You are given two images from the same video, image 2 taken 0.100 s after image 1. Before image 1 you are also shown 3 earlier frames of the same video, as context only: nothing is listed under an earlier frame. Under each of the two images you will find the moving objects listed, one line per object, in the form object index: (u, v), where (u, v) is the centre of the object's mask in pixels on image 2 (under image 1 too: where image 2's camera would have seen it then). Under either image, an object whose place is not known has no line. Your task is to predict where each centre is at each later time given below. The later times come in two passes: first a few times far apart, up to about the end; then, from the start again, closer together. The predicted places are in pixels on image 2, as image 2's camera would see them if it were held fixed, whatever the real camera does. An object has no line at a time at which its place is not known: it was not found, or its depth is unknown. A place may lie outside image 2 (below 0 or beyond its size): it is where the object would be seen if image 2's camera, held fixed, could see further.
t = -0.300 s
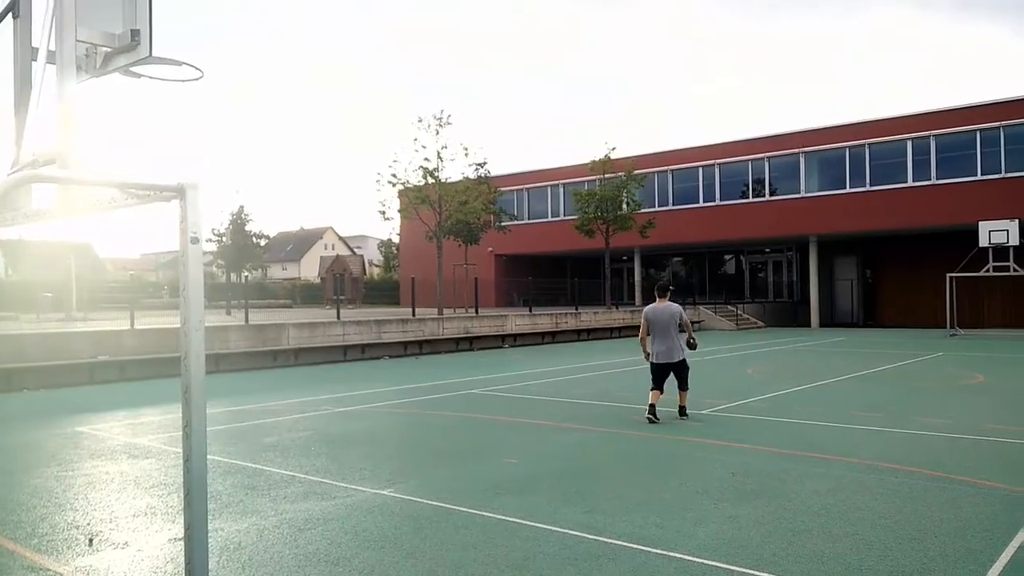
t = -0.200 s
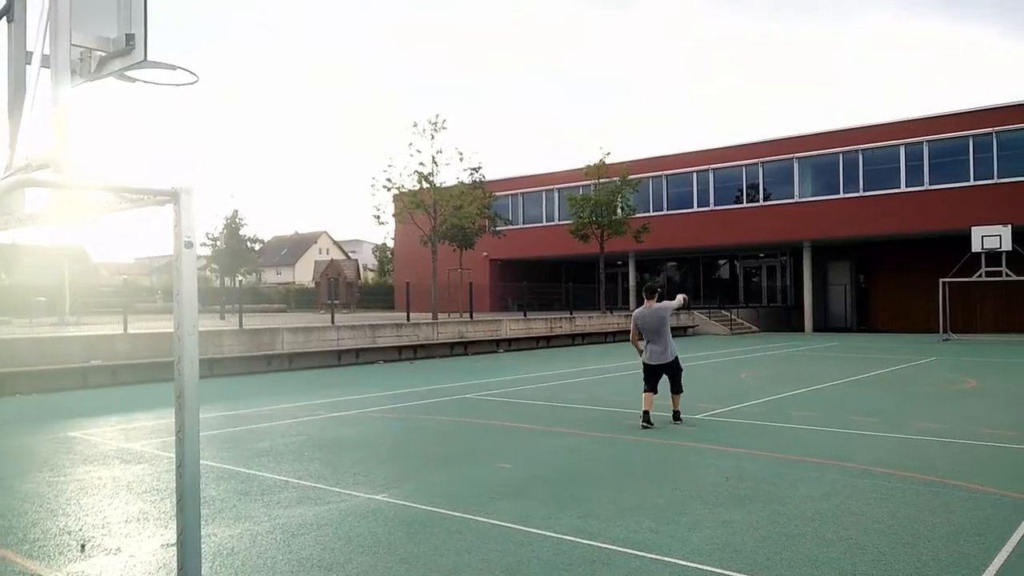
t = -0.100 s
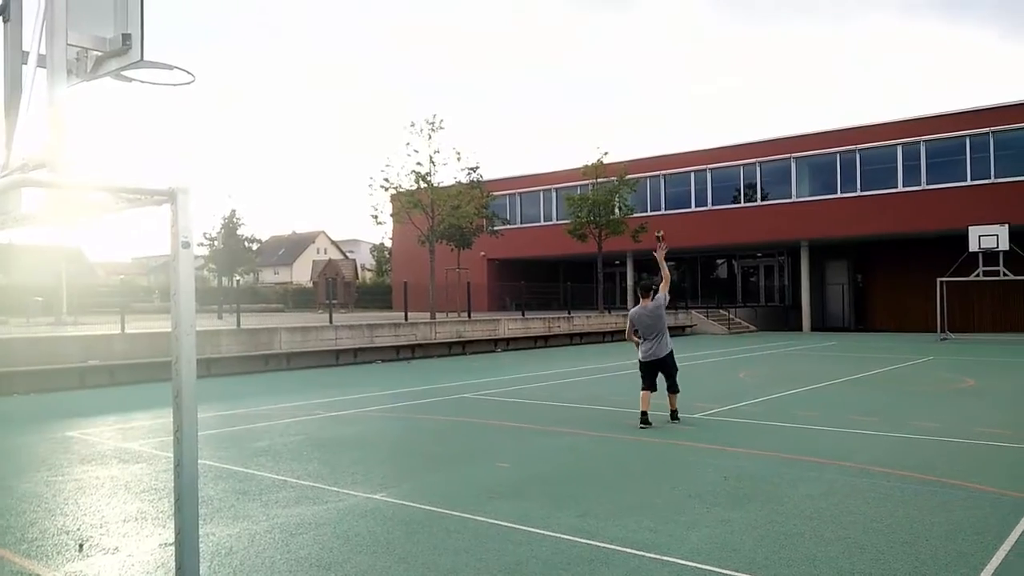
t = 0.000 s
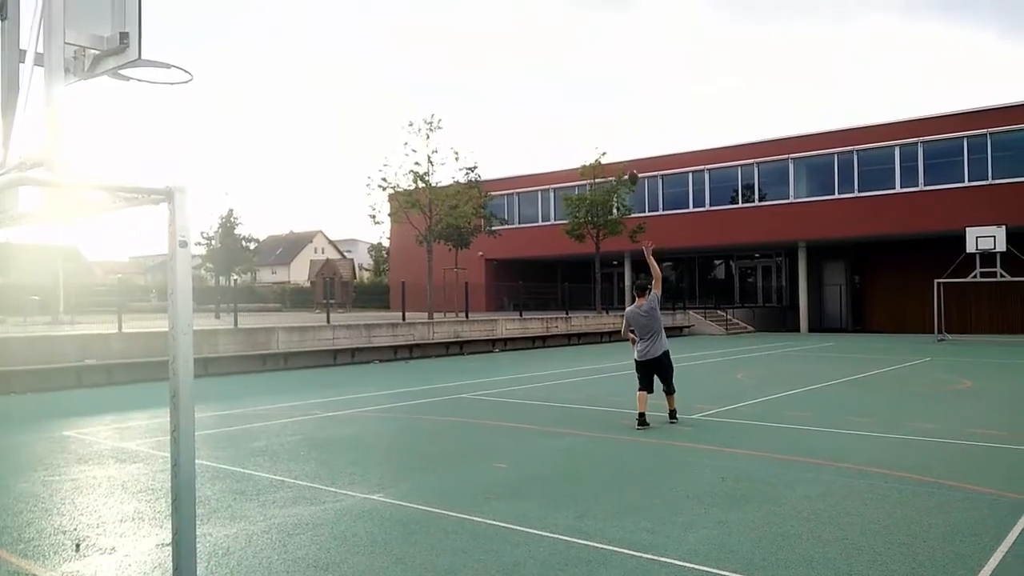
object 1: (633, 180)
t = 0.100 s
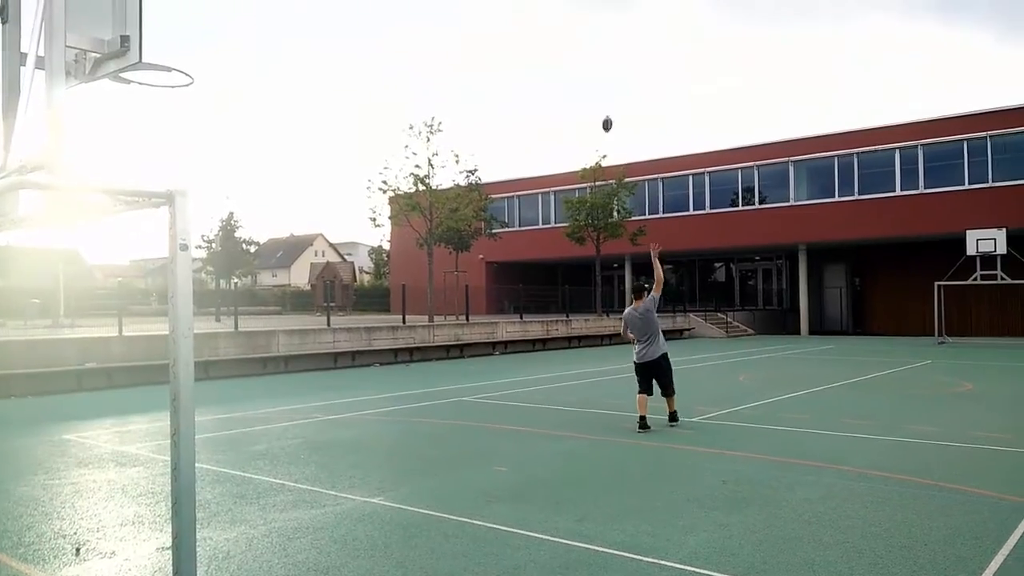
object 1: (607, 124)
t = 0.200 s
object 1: (578, 72)
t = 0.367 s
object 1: (525, -4)
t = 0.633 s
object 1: (422, -93)
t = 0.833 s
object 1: (325, -122)
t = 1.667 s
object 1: (372, 48)
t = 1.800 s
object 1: (456, 110)
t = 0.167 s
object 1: (588, 89)
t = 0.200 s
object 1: (578, 72)
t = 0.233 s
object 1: (569, 56)
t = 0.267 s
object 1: (558, 40)
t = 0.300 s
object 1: (548, 25)
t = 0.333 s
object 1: (537, 10)
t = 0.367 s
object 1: (525, -4)
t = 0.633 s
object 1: (422, -93)
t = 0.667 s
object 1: (407, -100)
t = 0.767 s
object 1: (360, -116)
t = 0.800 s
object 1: (342, -120)
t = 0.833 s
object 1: (325, -122)
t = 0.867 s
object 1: (307, -121)
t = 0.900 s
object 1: (288, -118)
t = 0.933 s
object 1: (268, -115)
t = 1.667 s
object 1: (372, 48)
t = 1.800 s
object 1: (456, 110)
